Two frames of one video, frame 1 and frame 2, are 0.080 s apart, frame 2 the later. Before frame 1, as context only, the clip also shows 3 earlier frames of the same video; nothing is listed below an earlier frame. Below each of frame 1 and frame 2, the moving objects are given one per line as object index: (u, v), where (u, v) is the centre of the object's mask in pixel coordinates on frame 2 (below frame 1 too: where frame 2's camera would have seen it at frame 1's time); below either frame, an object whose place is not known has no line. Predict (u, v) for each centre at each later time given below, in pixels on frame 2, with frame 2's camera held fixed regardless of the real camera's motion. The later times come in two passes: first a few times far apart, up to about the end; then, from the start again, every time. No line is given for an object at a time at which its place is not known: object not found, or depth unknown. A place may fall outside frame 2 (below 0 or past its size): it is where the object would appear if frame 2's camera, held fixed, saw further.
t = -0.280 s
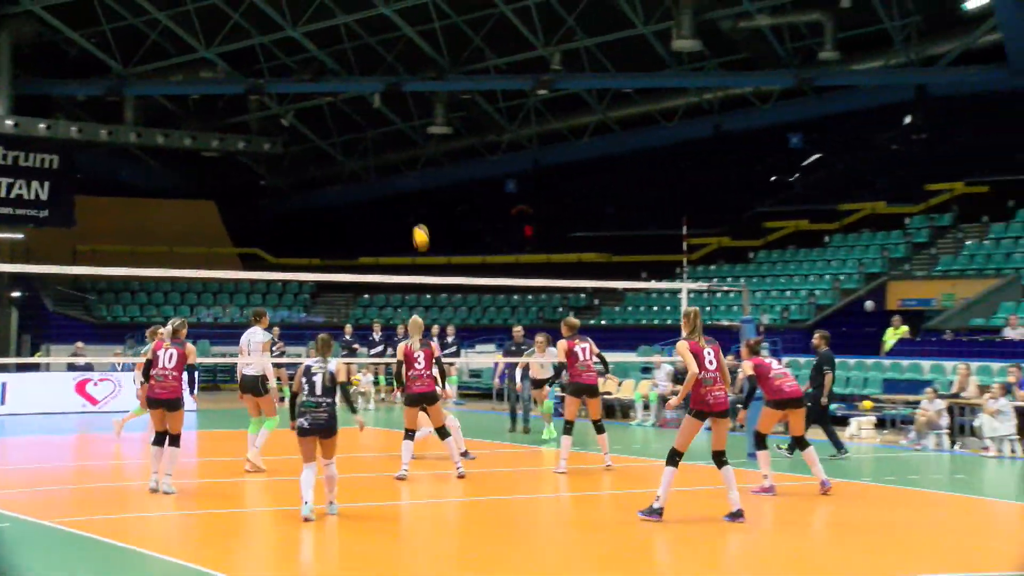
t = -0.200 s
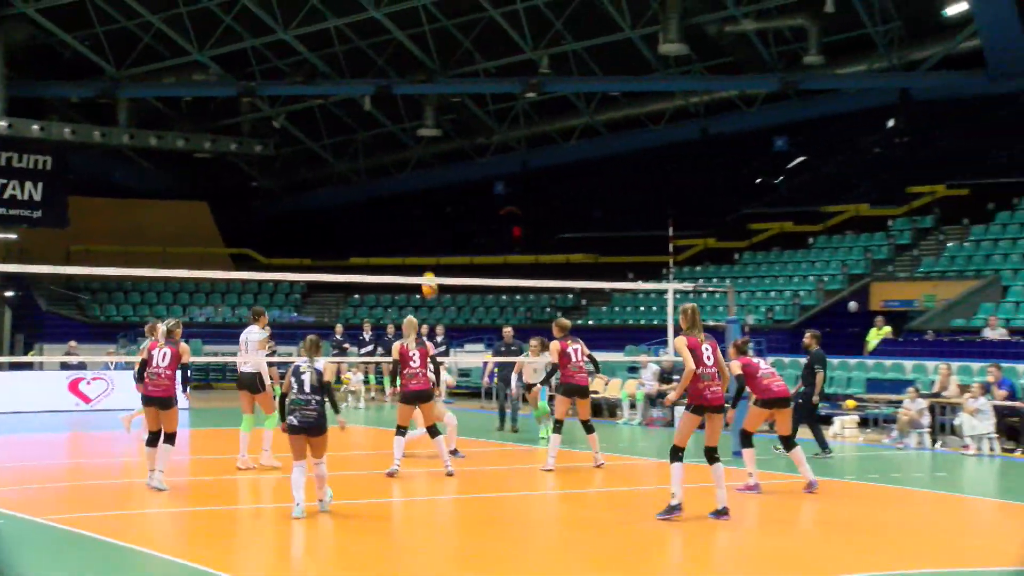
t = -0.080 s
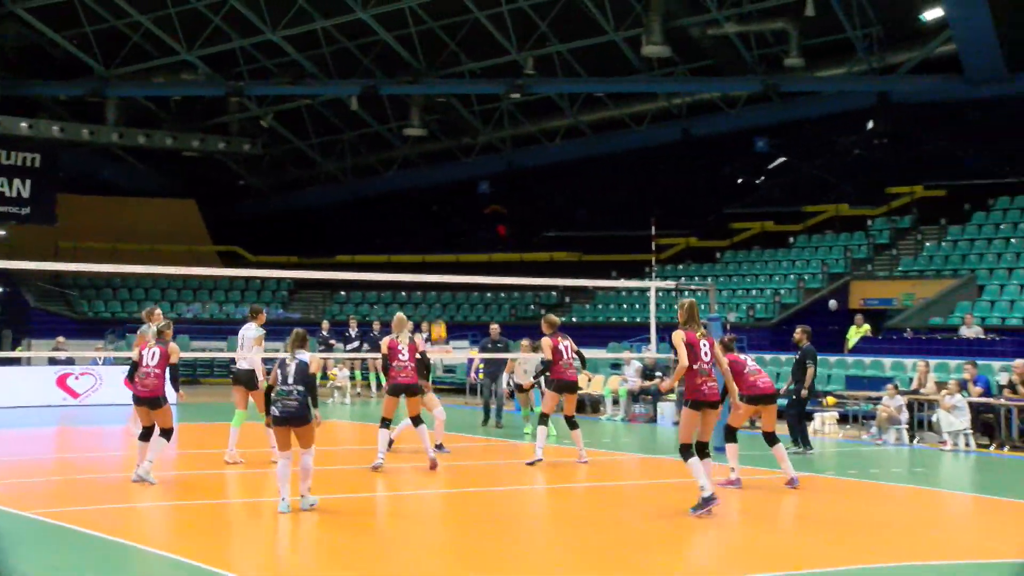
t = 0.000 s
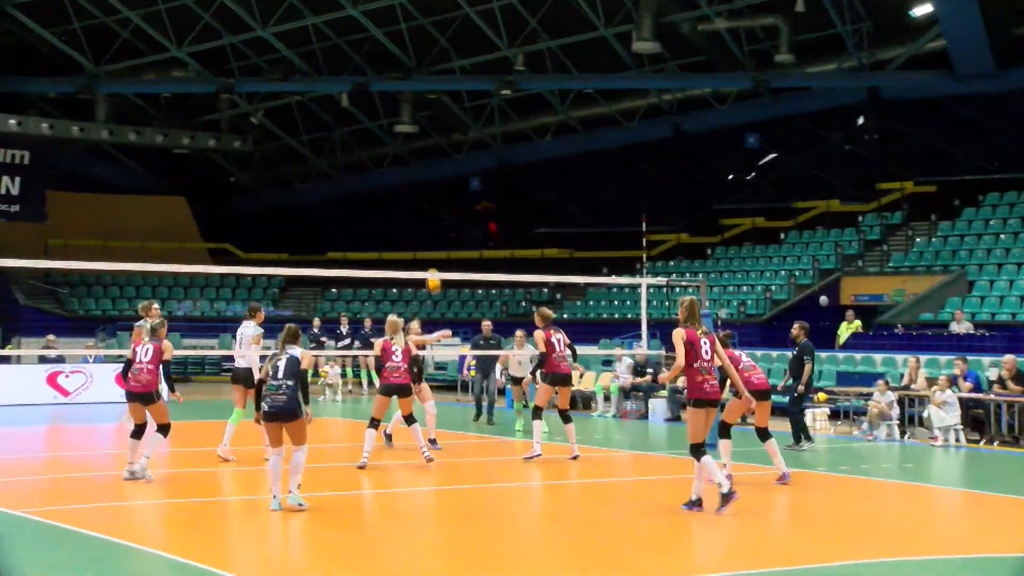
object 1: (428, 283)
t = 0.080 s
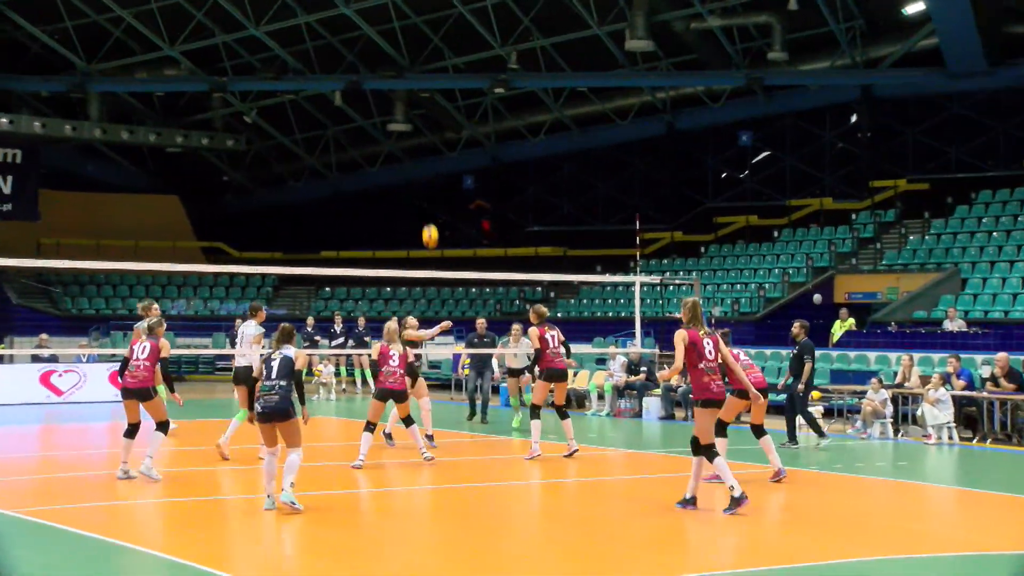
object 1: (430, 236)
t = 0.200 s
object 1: (435, 179)
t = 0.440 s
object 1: (444, 103)
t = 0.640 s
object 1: (451, 73)
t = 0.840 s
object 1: (455, 73)
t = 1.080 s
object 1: (460, 107)
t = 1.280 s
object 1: (464, 168)
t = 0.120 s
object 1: (432, 216)
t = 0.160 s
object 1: (433, 197)
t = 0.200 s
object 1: (435, 179)
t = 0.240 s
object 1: (436, 163)
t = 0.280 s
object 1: (439, 149)
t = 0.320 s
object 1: (440, 135)
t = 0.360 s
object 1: (441, 123)
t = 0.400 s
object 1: (443, 113)
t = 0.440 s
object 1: (444, 103)
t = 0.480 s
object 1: (446, 94)
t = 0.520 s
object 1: (447, 88)
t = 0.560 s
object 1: (448, 81)
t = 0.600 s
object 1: (450, 77)
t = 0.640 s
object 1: (451, 73)
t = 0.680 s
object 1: (452, 71)
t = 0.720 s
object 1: (452, 69)
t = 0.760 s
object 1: (453, 69)
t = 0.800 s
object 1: (455, 71)
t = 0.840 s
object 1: (455, 73)
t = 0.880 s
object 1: (456, 75)
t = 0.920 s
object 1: (457, 80)
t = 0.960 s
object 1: (457, 85)
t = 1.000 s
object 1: (459, 92)
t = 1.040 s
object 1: (459, 99)
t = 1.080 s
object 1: (460, 107)
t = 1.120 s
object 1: (461, 117)
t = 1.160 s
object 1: (462, 129)
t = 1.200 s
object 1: (463, 141)
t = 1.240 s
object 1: (463, 154)
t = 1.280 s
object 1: (464, 168)
